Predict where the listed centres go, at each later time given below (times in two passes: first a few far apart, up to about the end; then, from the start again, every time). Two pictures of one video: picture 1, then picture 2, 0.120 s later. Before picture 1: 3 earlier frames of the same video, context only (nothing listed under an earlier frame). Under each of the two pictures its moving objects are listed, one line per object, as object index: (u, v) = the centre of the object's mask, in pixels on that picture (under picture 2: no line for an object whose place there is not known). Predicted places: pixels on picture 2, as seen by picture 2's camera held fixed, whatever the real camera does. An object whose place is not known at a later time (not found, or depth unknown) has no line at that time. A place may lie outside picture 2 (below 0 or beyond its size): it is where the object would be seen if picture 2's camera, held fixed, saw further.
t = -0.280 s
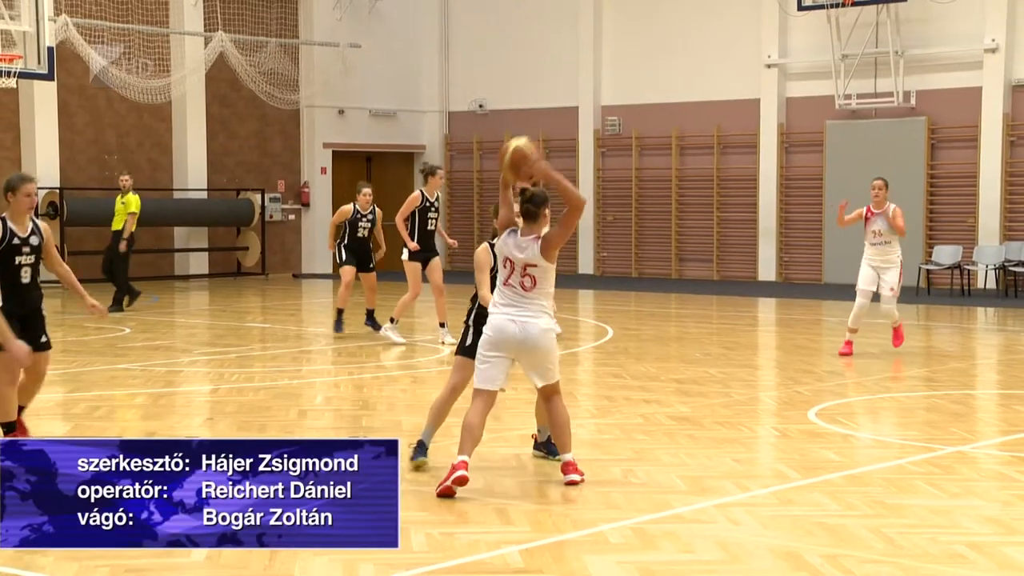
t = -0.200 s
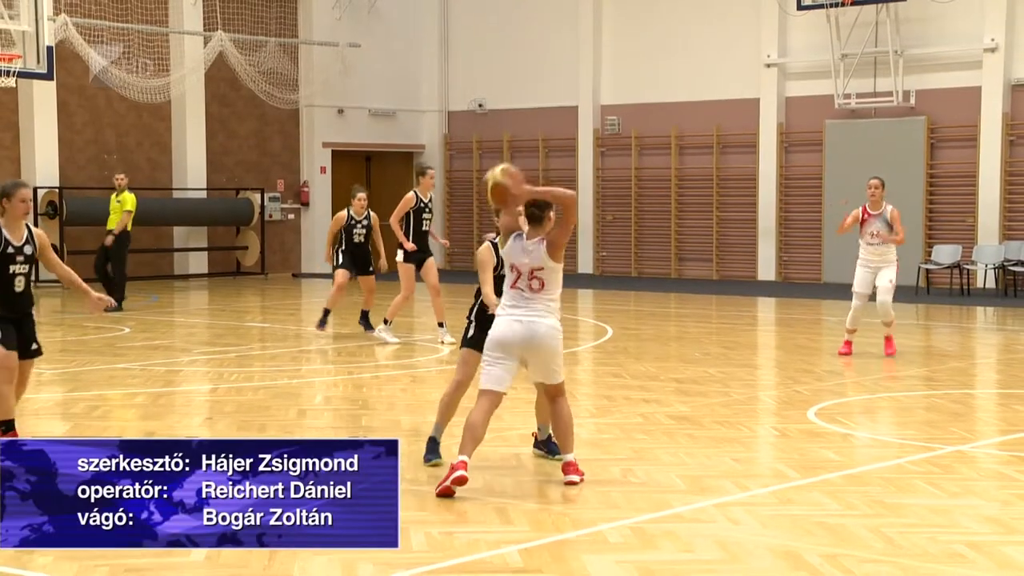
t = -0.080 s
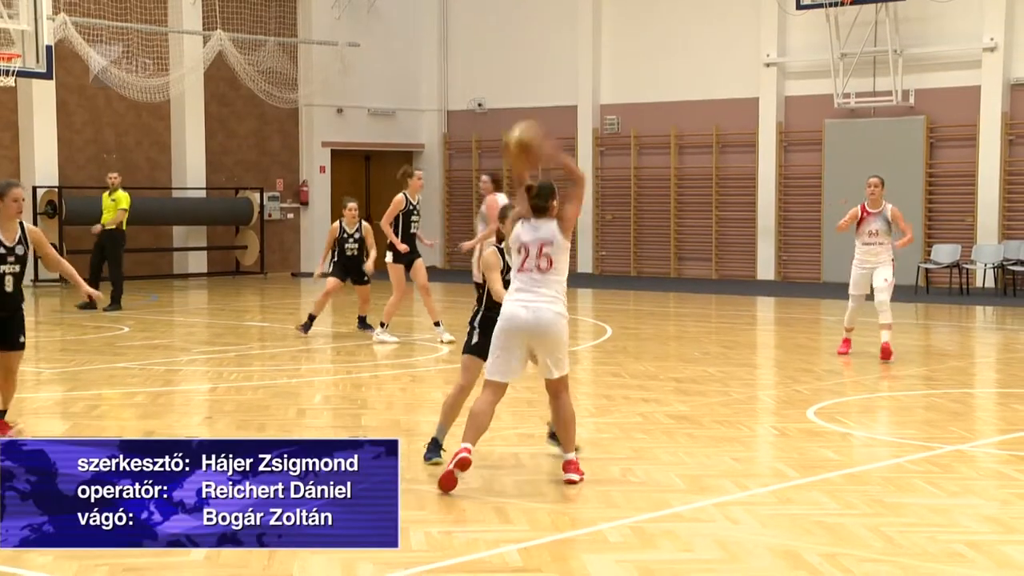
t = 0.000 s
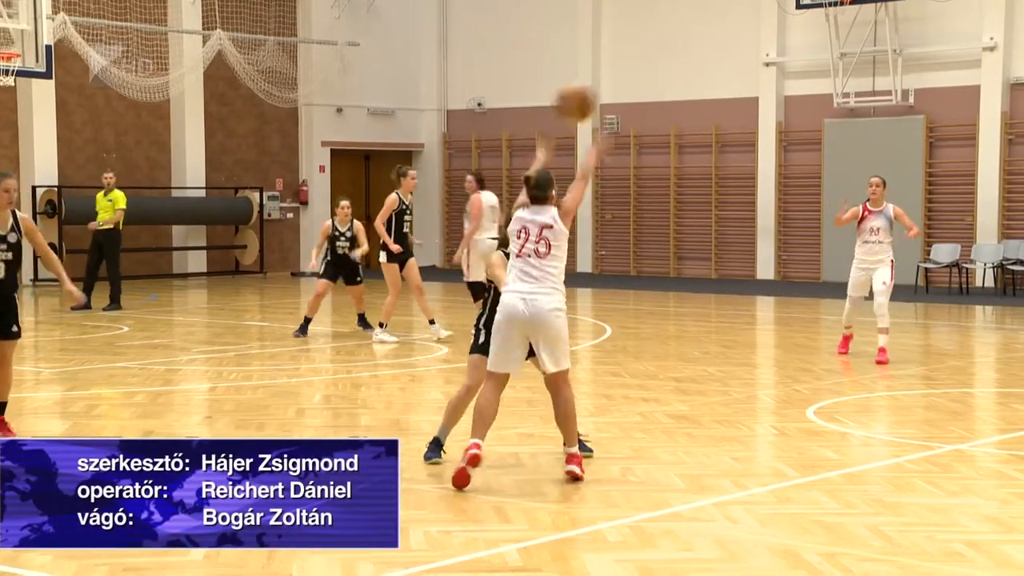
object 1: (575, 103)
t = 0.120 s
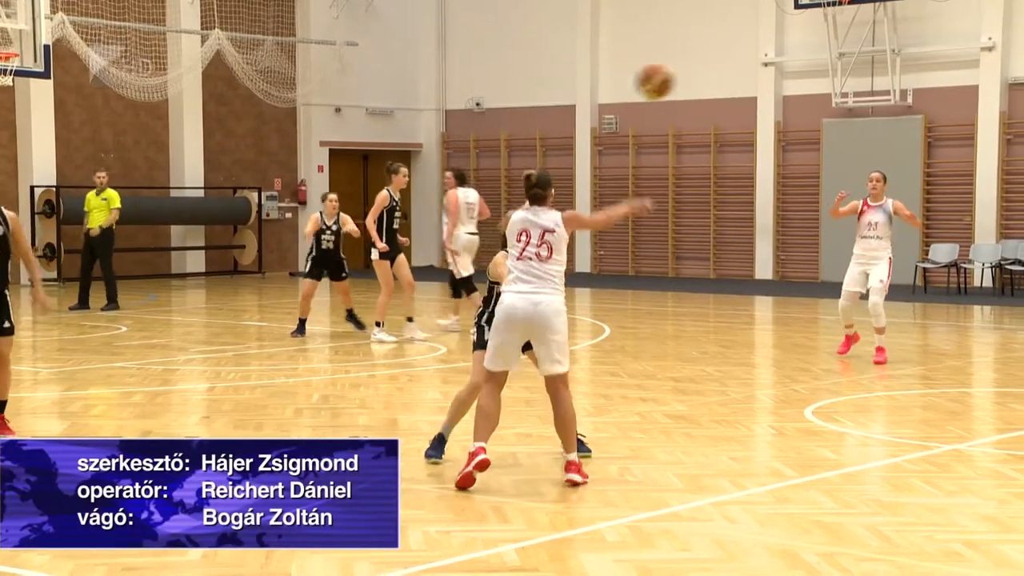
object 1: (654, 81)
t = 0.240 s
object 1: (719, 84)
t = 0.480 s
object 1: (821, 139)
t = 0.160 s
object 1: (678, 80)
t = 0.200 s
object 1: (699, 81)
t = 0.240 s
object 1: (719, 84)
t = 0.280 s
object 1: (738, 90)
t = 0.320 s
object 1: (757, 97)
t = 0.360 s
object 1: (773, 105)
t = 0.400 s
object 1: (790, 116)
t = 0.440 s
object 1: (806, 126)
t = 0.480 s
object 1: (821, 139)
